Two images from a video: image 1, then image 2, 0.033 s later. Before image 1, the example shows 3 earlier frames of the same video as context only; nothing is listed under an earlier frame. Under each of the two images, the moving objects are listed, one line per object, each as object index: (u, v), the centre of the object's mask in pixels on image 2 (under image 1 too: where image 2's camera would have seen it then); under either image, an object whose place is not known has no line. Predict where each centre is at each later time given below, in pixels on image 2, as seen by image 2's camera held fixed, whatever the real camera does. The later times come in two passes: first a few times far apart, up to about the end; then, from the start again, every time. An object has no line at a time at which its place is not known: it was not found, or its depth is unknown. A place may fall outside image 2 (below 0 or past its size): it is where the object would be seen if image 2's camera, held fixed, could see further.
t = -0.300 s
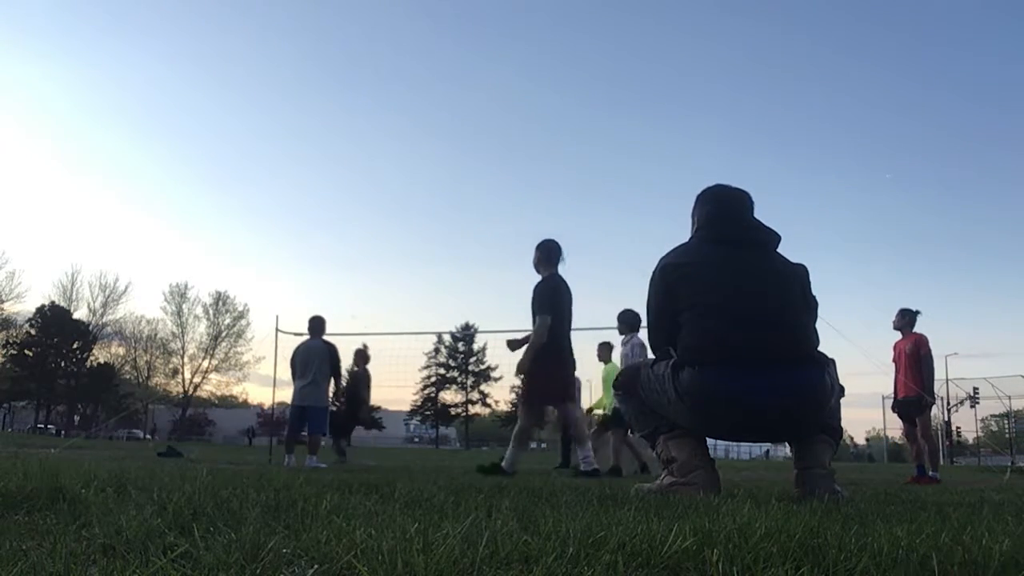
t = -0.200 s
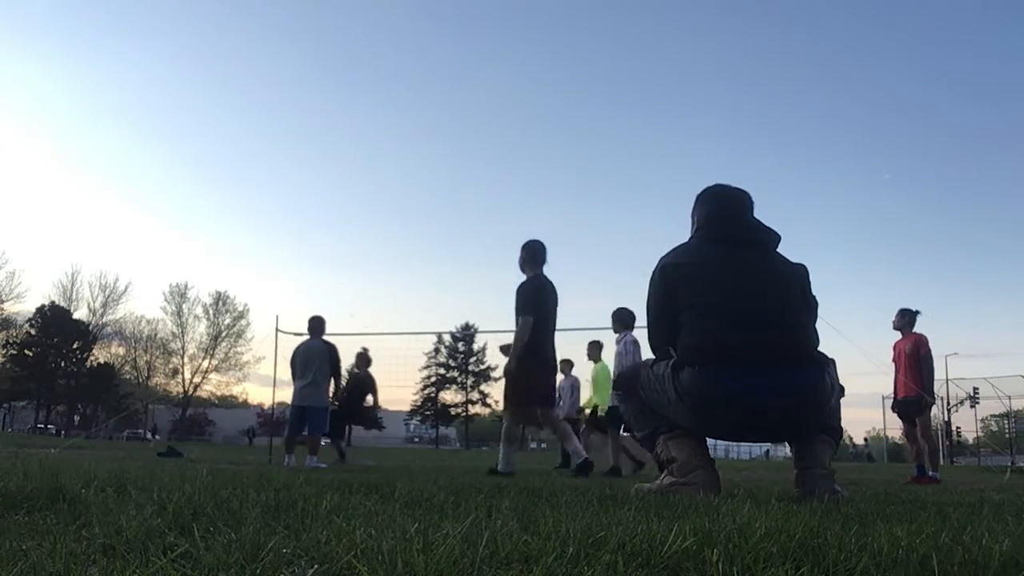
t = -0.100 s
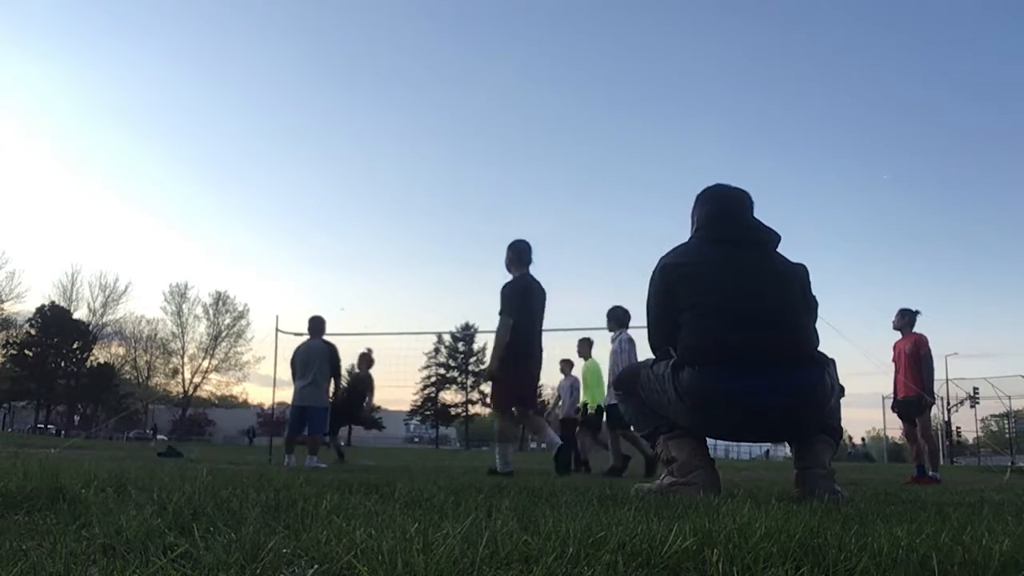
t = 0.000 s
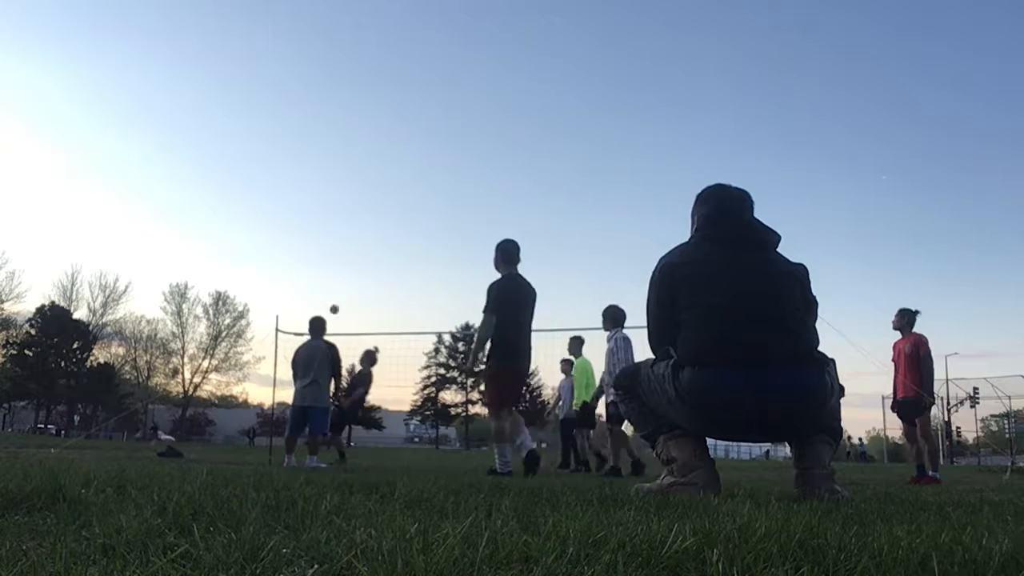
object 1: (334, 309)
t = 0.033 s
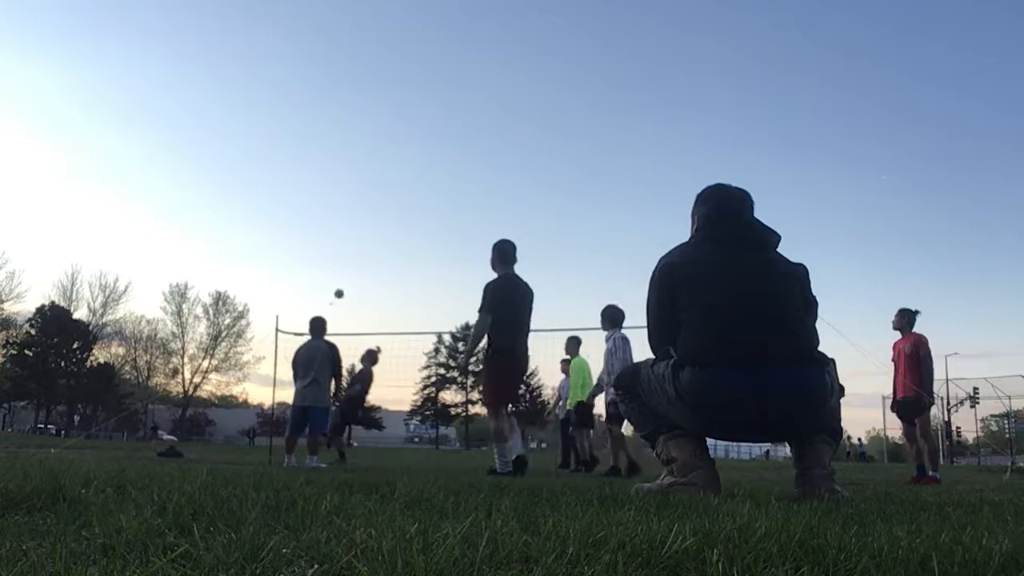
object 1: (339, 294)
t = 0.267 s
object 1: (370, 210)
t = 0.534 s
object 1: (402, 163)
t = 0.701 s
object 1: (419, 157)
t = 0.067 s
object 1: (344, 279)
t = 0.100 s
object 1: (348, 265)
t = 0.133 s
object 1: (353, 253)
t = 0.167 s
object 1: (357, 241)
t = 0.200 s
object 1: (361, 230)
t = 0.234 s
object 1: (365, 220)
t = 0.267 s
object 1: (370, 210)
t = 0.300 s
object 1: (374, 201)
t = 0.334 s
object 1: (378, 193)
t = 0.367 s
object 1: (382, 187)
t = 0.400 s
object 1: (386, 180)
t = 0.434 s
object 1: (390, 175)
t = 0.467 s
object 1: (394, 170)
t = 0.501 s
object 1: (398, 166)
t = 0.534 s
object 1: (402, 163)
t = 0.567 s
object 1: (405, 160)
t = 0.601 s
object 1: (409, 158)
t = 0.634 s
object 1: (412, 157)
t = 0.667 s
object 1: (416, 157)
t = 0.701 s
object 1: (419, 157)
